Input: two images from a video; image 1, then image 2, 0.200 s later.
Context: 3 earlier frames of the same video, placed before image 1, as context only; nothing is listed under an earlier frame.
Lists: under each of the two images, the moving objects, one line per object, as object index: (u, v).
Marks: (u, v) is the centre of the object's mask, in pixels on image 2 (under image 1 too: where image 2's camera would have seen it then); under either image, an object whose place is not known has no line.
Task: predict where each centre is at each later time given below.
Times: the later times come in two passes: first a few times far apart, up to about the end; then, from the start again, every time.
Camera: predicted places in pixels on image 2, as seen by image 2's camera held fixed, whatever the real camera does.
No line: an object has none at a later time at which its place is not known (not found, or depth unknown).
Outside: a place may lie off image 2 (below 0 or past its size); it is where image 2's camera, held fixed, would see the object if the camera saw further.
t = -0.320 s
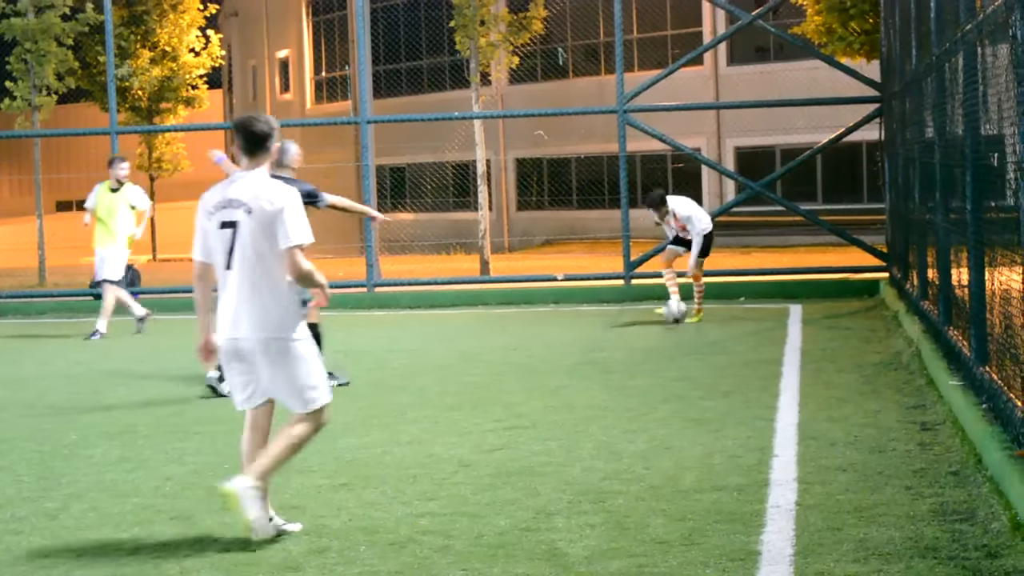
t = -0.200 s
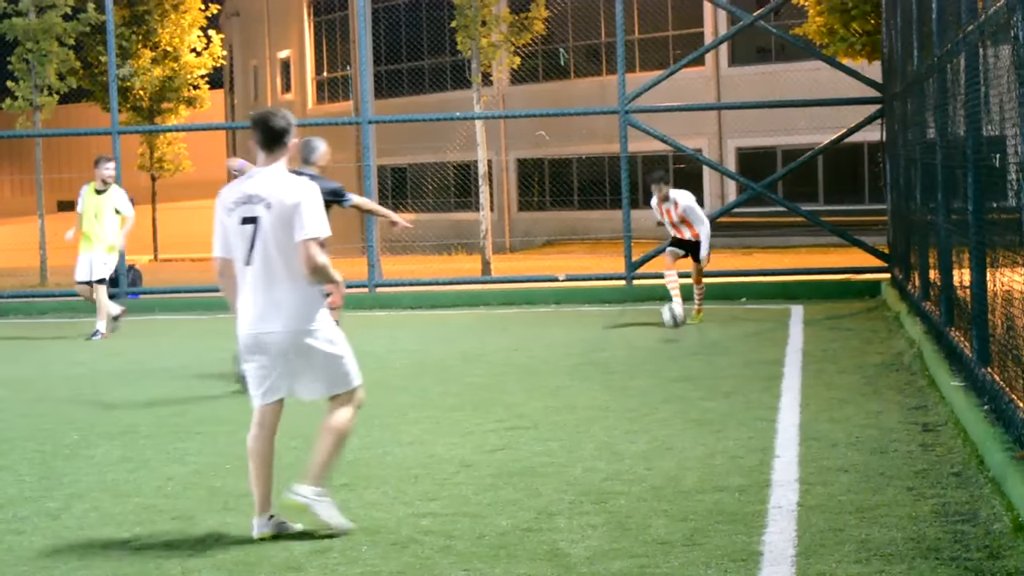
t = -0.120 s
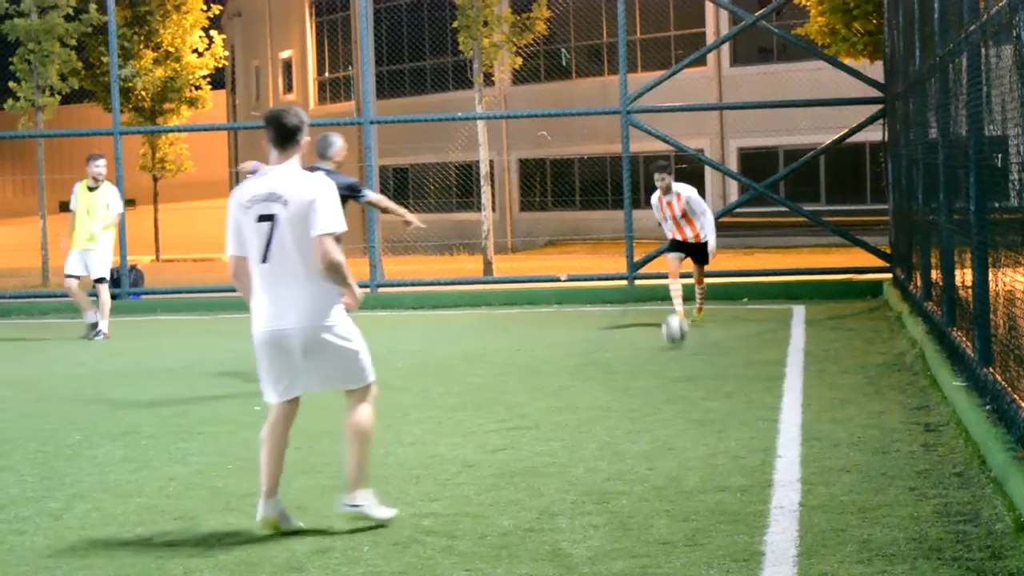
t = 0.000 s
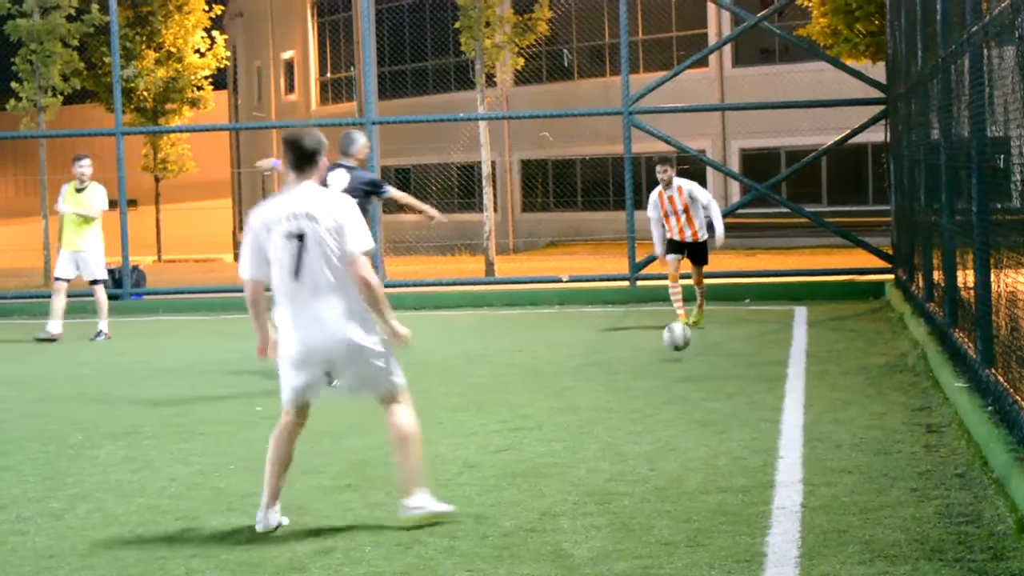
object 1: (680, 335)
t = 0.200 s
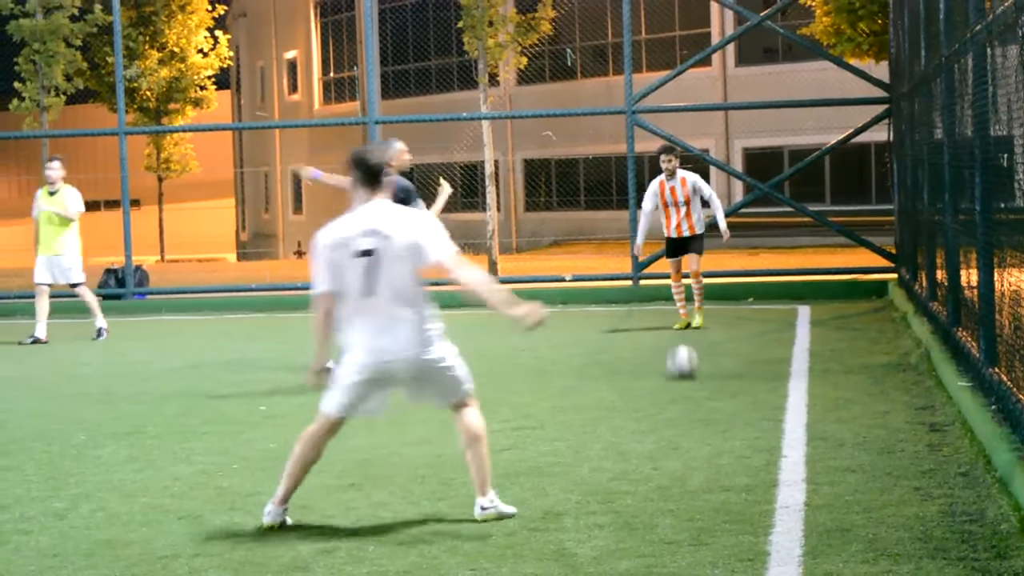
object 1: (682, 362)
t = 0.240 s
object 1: (683, 363)
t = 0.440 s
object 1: (691, 369)
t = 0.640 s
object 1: (701, 388)
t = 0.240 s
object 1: (683, 363)
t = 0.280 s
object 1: (684, 359)
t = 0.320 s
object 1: (685, 358)
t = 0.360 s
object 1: (688, 359)
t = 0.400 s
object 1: (689, 362)
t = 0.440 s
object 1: (691, 369)
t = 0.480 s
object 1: (693, 378)
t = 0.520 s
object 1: (695, 394)
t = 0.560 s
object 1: (697, 395)
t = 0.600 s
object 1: (699, 389)
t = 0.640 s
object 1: (701, 388)
